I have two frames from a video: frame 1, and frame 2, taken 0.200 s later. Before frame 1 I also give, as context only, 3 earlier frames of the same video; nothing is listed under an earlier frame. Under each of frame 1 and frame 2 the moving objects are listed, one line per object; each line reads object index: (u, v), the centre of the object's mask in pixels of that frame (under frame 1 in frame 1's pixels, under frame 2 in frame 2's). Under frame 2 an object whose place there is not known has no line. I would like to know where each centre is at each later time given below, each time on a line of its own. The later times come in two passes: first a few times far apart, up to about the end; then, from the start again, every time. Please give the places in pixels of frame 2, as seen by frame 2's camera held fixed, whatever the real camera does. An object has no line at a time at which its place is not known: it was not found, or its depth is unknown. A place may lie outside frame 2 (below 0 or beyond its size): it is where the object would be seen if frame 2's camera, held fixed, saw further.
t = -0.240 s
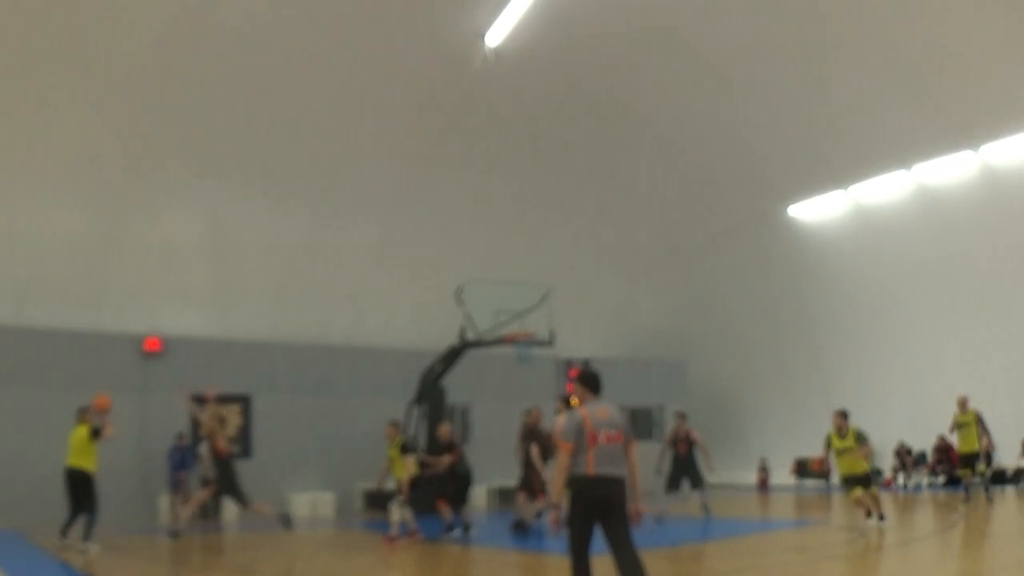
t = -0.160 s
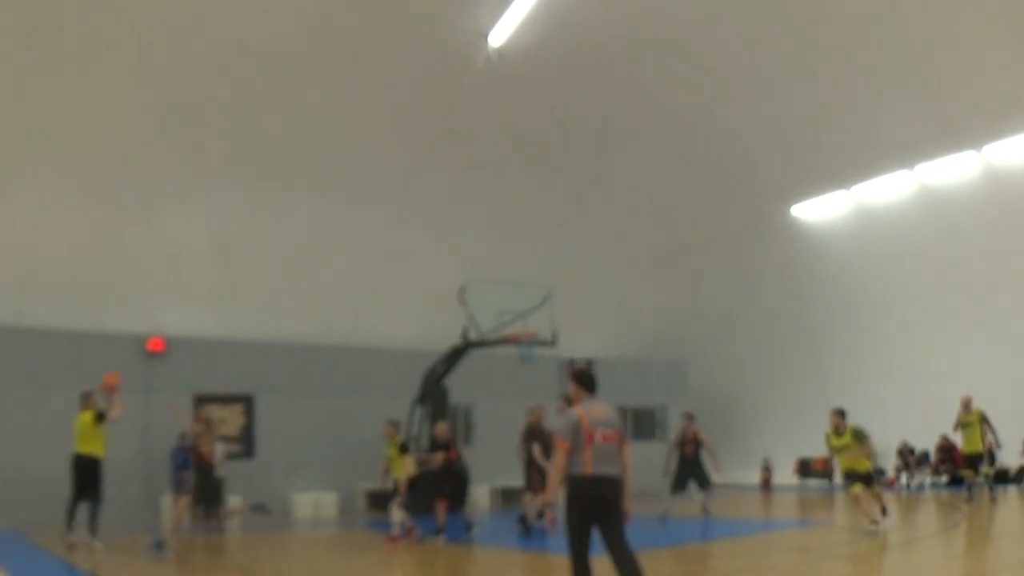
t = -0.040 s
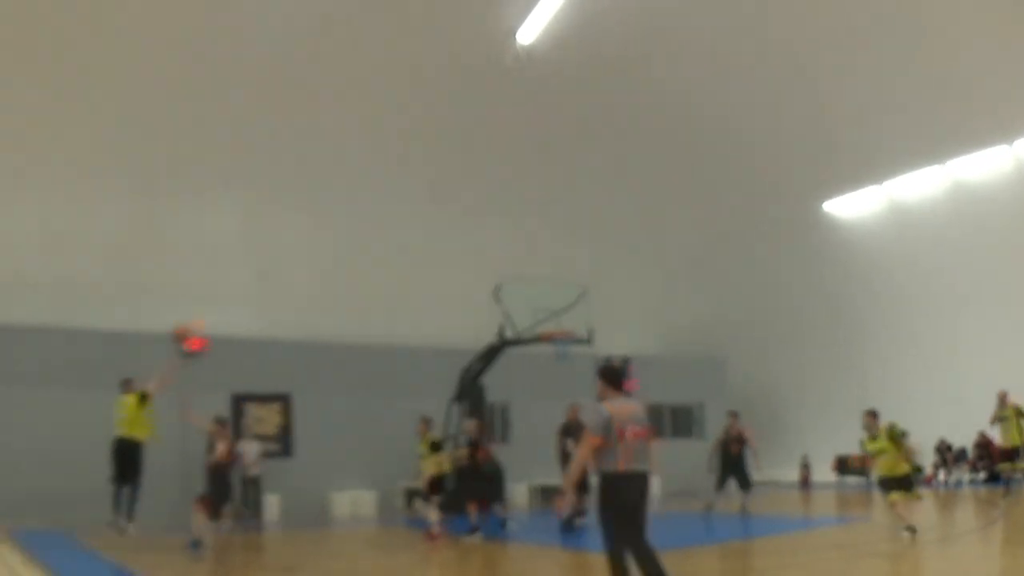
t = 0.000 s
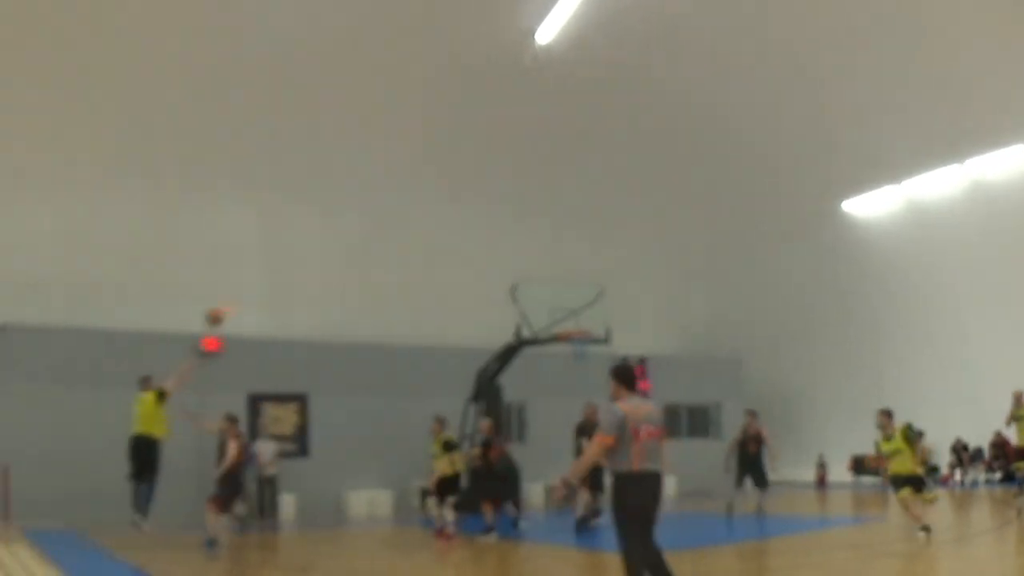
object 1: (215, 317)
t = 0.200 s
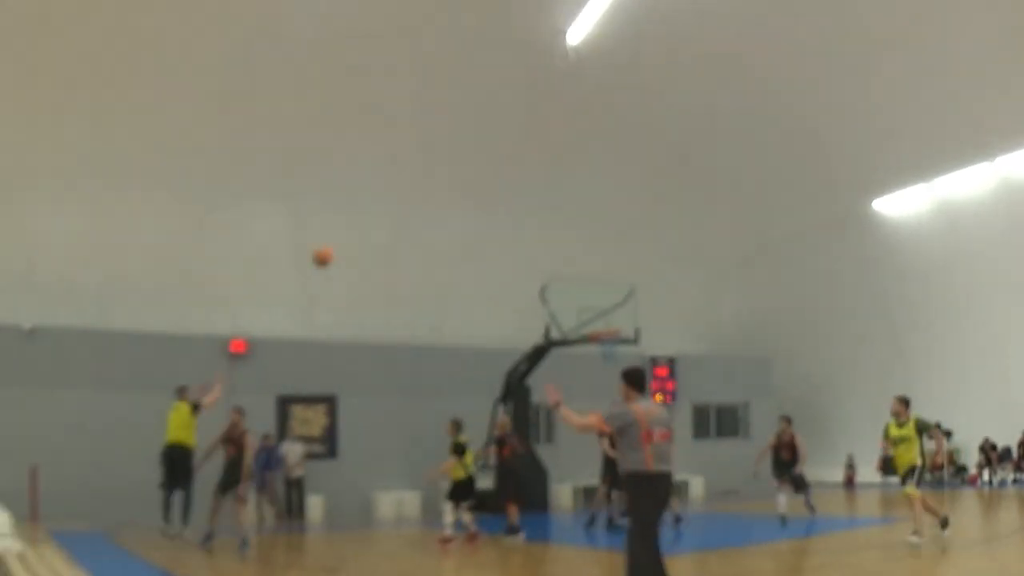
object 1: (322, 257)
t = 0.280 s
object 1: (350, 242)
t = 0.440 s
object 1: (404, 225)
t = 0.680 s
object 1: (477, 236)
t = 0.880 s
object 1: (533, 267)
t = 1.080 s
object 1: (586, 319)
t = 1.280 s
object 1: (596, 292)
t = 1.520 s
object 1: (601, 276)
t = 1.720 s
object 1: (608, 288)
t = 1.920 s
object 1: (614, 326)
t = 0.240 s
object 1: (336, 249)
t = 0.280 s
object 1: (350, 242)
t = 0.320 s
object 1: (364, 236)
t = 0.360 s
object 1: (377, 231)
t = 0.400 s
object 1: (391, 227)
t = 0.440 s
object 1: (404, 225)
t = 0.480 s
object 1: (417, 225)
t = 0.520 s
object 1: (431, 226)
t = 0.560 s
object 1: (442, 227)
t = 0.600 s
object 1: (454, 229)
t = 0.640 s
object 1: (465, 232)
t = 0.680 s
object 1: (477, 236)
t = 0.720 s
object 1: (488, 241)
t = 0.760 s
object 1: (499, 246)
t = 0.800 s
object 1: (511, 253)
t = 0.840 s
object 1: (522, 260)
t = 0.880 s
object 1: (533, 267)
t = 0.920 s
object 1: (543, 277)
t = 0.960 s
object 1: (554, 286)
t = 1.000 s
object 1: (564, 296)
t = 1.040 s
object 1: (575, 308)
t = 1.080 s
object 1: (586, 319)
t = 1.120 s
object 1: (591, 321)
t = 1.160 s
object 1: (592, 313)
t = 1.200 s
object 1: (593, 306)
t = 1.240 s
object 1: (594, 299)
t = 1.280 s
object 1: (596, 292)
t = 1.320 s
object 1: (597, 288)
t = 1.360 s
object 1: (597, 283)
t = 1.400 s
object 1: (598, 280)
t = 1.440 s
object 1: (599, 278)
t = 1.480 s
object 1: (600, 277)
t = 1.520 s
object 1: (601, 276)
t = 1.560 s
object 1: (603, 277)
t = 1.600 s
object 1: (604, 278)
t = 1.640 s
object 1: (605, 280)
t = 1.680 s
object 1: (607, 284)
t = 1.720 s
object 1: (608, 288)
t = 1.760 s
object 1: (609, 294)
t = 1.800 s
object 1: (611, 300)
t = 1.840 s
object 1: (612, 308)
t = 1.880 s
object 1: (614, 316)
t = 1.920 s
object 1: (614, 326)
